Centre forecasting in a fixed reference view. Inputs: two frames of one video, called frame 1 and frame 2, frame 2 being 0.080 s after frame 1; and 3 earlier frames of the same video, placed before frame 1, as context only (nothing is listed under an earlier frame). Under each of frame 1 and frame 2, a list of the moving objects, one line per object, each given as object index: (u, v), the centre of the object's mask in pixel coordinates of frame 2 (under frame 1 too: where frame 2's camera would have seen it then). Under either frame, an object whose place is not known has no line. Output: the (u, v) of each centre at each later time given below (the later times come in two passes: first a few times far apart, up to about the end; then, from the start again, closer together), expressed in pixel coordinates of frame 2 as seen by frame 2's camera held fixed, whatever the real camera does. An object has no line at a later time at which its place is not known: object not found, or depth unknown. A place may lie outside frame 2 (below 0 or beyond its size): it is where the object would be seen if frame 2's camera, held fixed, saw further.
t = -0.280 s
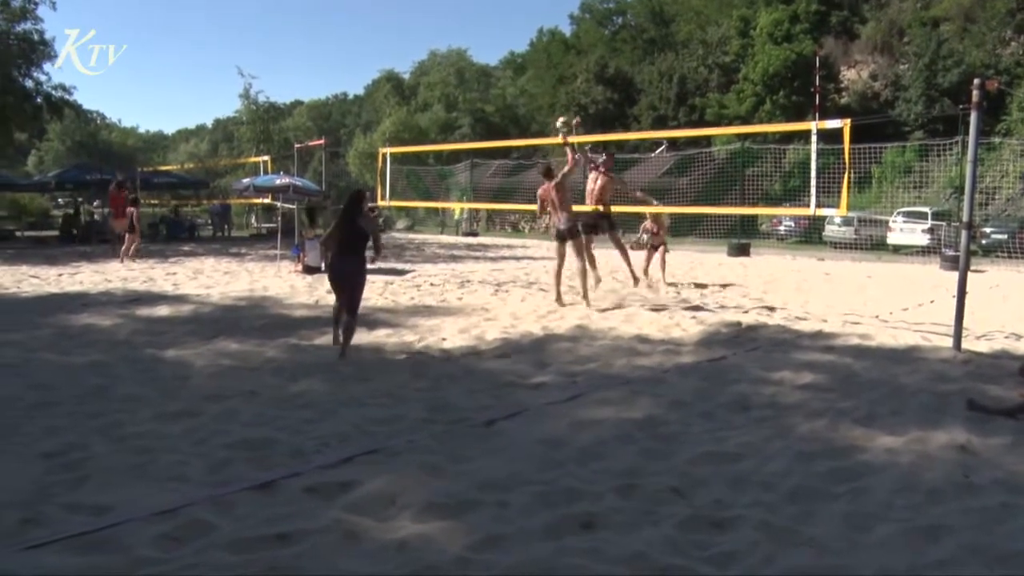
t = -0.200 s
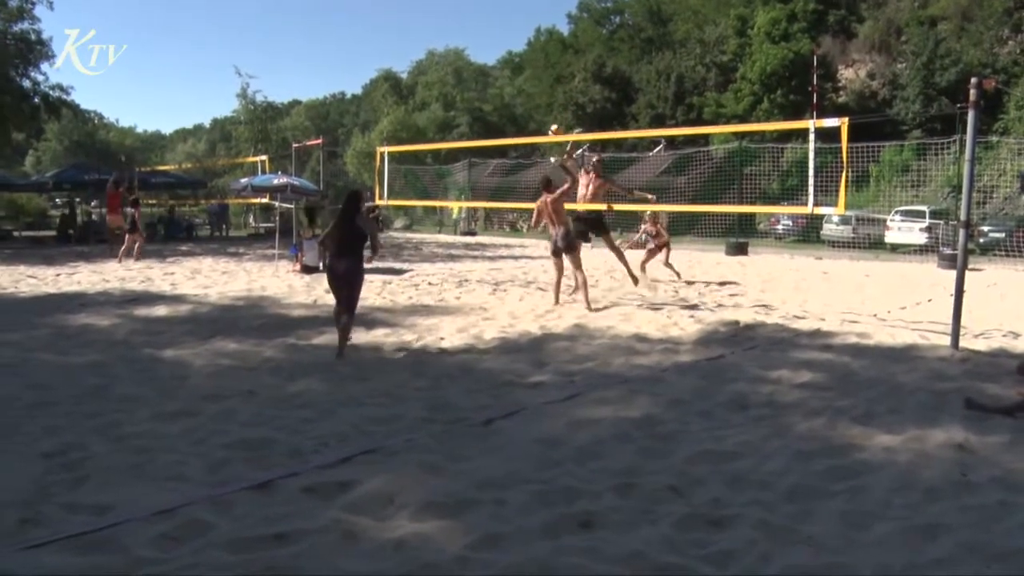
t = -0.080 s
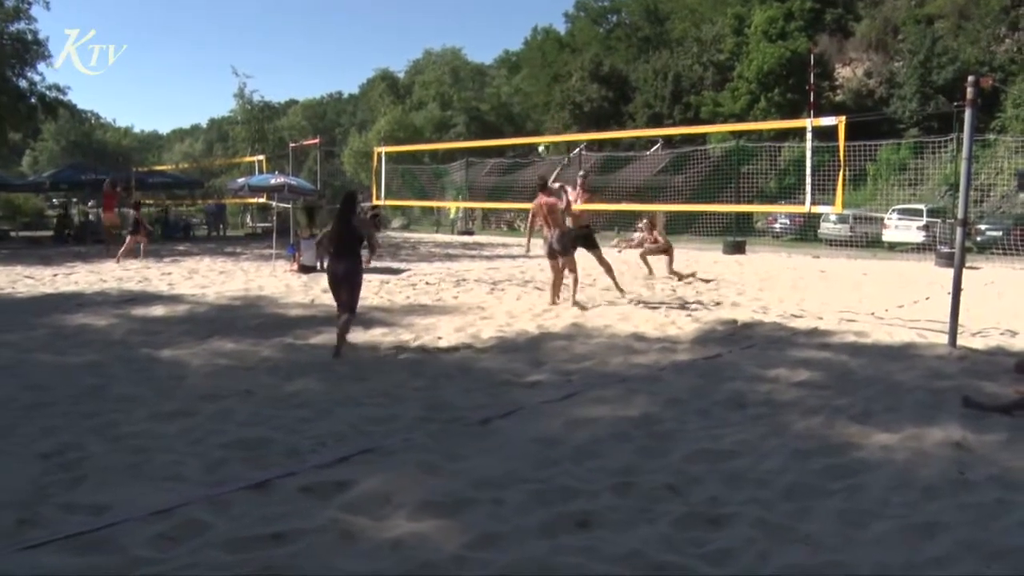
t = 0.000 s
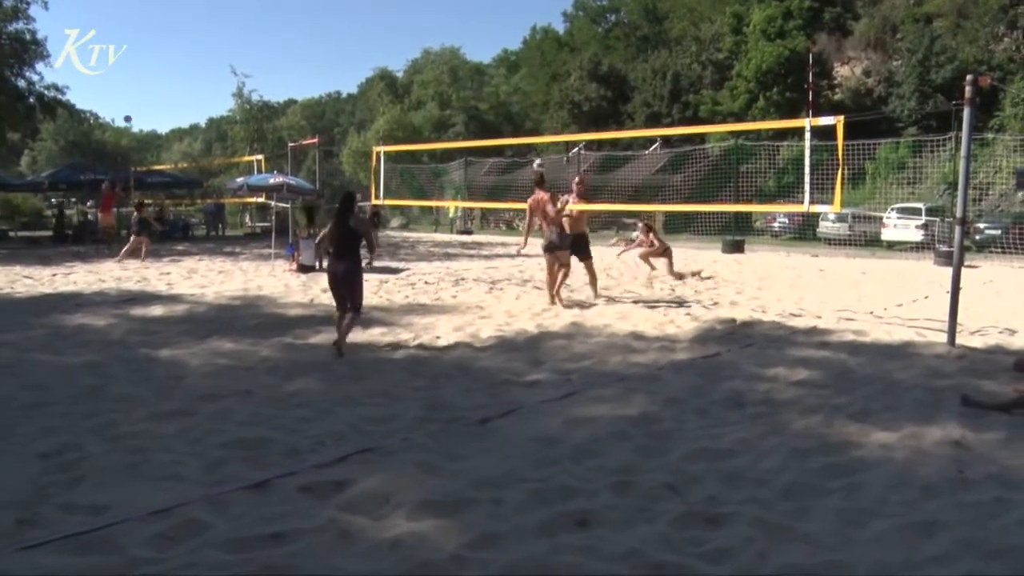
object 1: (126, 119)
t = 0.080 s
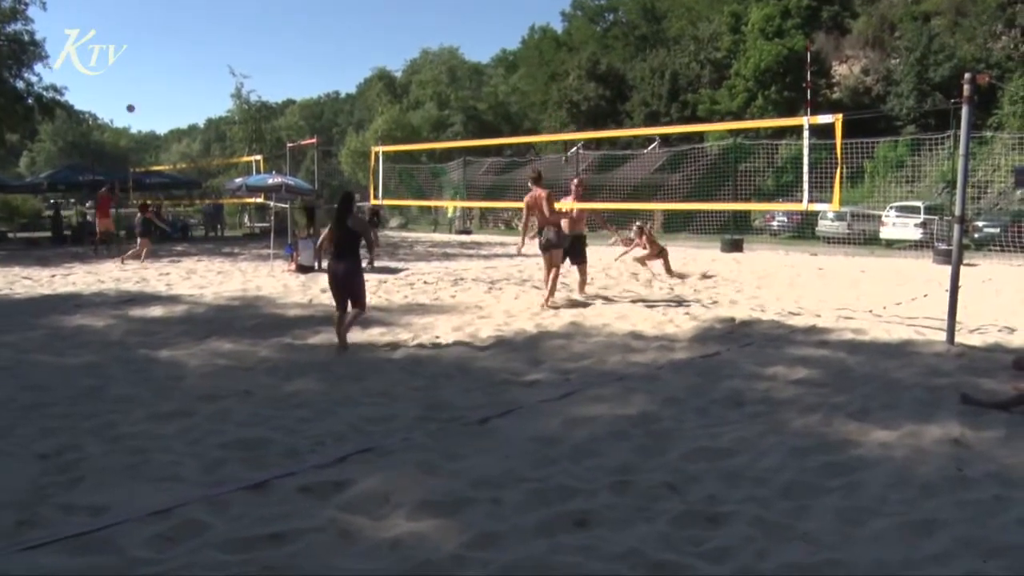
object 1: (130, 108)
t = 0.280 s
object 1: (142, 91)
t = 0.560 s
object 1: (160, 92)
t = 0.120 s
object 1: (133, 103)
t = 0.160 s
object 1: (135, 99)
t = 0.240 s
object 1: (139, 93)
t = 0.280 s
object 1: (142, 91)
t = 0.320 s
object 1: (144, 89)
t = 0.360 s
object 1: (147, 88)
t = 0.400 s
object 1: (150, 87)
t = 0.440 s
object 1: (152, 87)
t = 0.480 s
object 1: (154, 88)
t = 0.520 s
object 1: (157, 90)
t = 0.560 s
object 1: (160, 92)
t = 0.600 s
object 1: (162, 94)
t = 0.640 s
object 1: (165, 98)
